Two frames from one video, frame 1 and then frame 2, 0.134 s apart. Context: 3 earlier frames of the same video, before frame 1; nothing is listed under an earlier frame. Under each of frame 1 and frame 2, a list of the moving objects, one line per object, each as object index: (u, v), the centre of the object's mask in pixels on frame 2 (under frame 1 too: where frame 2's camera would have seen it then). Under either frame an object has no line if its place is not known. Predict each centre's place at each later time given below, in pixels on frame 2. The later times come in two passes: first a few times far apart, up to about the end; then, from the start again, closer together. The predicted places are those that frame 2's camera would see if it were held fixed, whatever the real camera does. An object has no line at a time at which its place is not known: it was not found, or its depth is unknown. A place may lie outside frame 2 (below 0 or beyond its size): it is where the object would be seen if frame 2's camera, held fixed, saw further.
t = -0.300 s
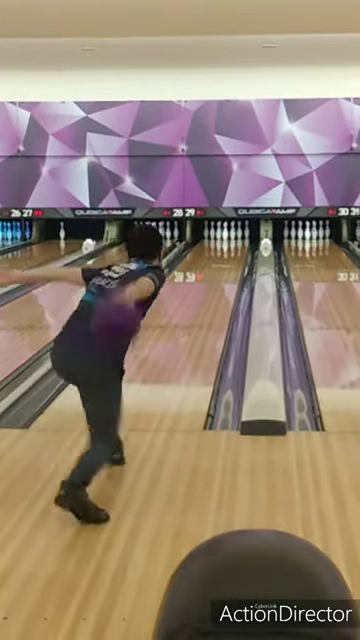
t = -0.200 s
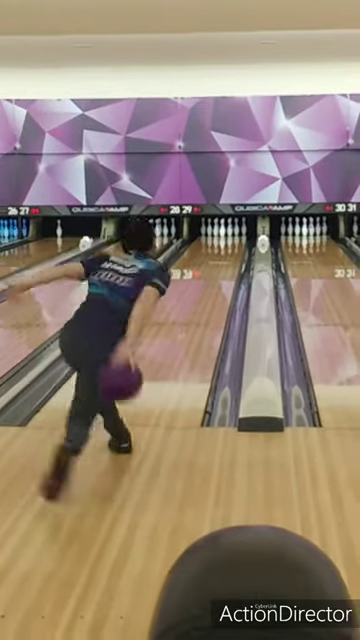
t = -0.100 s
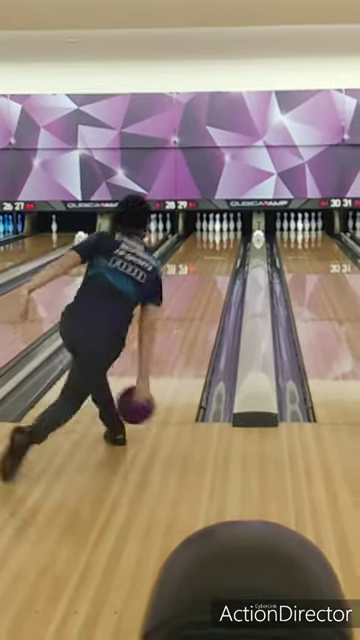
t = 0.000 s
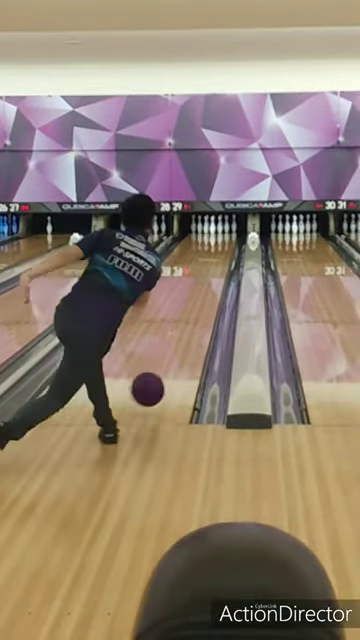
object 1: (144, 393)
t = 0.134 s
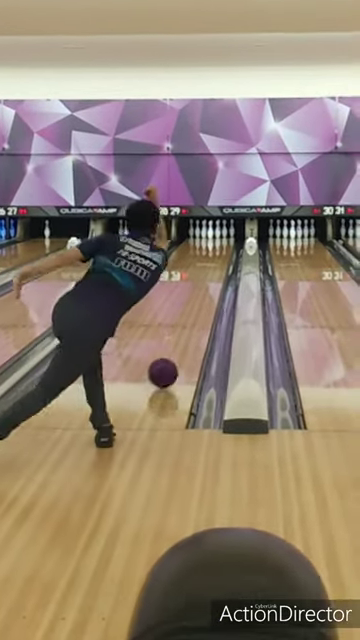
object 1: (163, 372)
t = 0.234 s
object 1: (174, 355)
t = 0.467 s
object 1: (192, 322)
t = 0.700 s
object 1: (204, 299)
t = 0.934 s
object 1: (212, 283)
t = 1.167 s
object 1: (218, 270)
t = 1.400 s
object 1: (221, 260)
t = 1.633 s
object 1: (222, 251)
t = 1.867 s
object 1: (221, 246)
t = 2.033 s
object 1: (218, 241)
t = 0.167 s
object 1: (166, 366)
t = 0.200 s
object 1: (170, 361)
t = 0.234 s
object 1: (174, 355)
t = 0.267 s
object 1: (177, 349)
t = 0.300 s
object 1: (180, 344)
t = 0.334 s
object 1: (182, 339)
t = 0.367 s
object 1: (185, 335)
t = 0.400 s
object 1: (188, 330)
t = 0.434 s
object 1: (190, 326)
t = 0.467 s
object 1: (192, 322)
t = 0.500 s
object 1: (194, 319)
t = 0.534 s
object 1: (196, 315)
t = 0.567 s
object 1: (198, 311)
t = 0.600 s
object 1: (200, 308)
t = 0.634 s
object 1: (201, 305)
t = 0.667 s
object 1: (203, 302)
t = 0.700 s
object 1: (204, 299)
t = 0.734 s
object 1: (206, 296)
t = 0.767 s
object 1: (207, 294)
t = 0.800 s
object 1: (208, 291)
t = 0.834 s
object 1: (209, 289)
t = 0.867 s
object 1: (210, 287)
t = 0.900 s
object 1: (212, 285)
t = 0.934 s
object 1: (212, 283)
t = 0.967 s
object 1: (213, 280)
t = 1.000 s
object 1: (214, 278)
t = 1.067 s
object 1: (216, 275)
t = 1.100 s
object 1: (216, 273)
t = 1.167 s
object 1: (218, 270)
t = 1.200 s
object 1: (218, 269)
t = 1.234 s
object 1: (219, 267)
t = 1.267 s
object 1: (219, 265)
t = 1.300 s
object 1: (220, 263)
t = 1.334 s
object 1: (220, 262)
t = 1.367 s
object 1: (221, 261)
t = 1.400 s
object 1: (221, 260)
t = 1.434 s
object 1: (221, 259)
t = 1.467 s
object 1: (221, 258)
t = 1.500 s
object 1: (221, 257)
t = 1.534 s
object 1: (221, 256)
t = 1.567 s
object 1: (221, 254)
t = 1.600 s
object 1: (222, 252)
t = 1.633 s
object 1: (222, 251)
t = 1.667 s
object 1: (222, 251)
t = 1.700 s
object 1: (222, 250)
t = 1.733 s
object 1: (222, 249)
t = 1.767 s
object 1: (222, 248)
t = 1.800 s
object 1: (221, 247)
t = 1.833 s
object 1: (221, 247)
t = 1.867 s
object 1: (221, 246)
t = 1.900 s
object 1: (221, 245)
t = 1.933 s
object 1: (220, 243)
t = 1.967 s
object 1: (219, 242)
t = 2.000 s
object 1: (219, 242)
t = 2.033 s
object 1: (218, 241)
